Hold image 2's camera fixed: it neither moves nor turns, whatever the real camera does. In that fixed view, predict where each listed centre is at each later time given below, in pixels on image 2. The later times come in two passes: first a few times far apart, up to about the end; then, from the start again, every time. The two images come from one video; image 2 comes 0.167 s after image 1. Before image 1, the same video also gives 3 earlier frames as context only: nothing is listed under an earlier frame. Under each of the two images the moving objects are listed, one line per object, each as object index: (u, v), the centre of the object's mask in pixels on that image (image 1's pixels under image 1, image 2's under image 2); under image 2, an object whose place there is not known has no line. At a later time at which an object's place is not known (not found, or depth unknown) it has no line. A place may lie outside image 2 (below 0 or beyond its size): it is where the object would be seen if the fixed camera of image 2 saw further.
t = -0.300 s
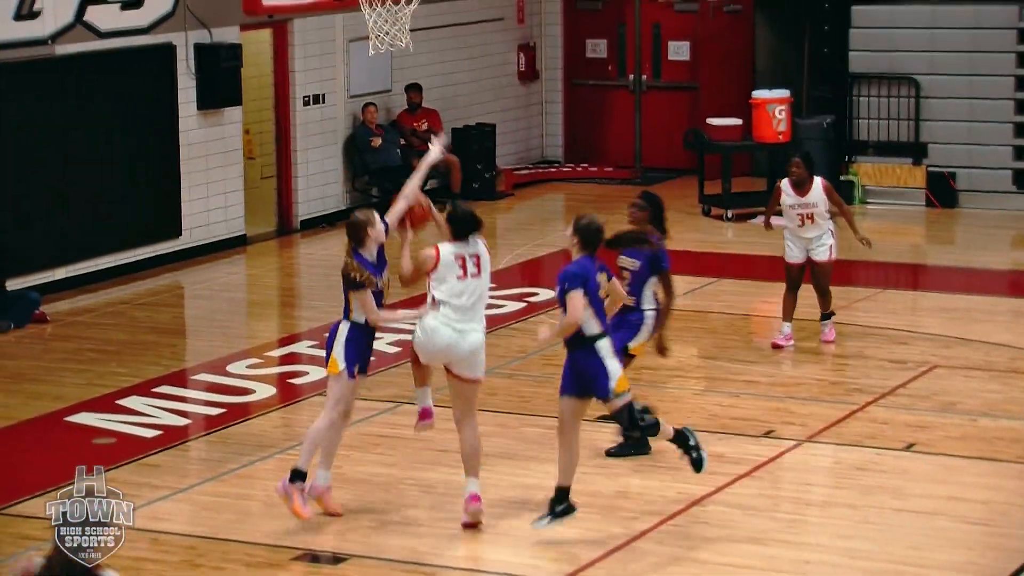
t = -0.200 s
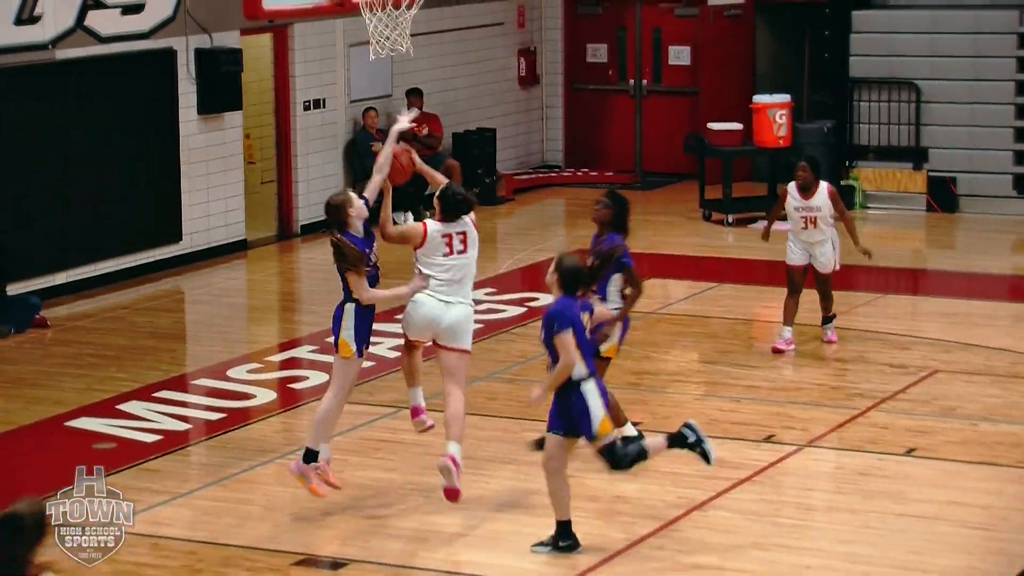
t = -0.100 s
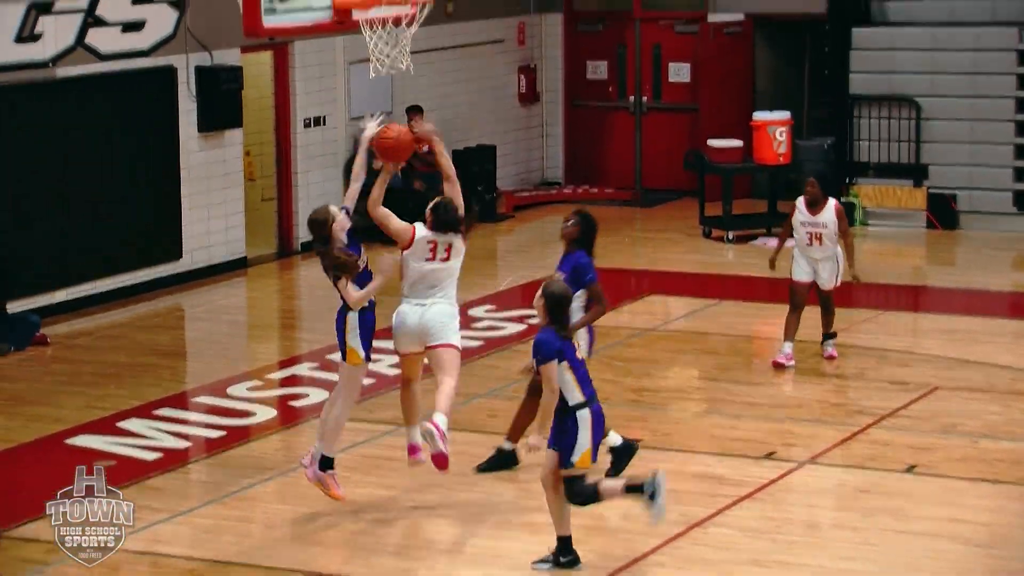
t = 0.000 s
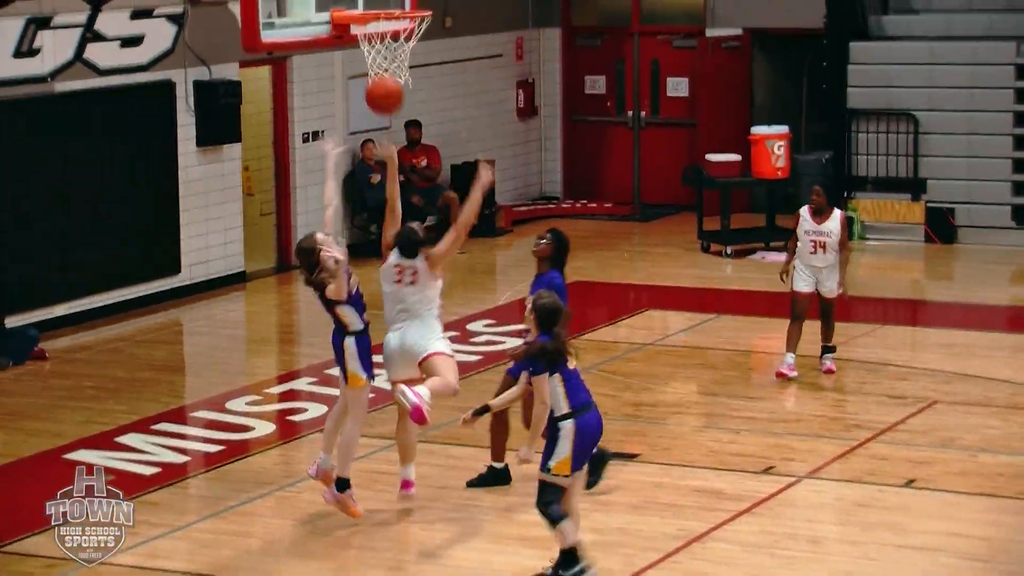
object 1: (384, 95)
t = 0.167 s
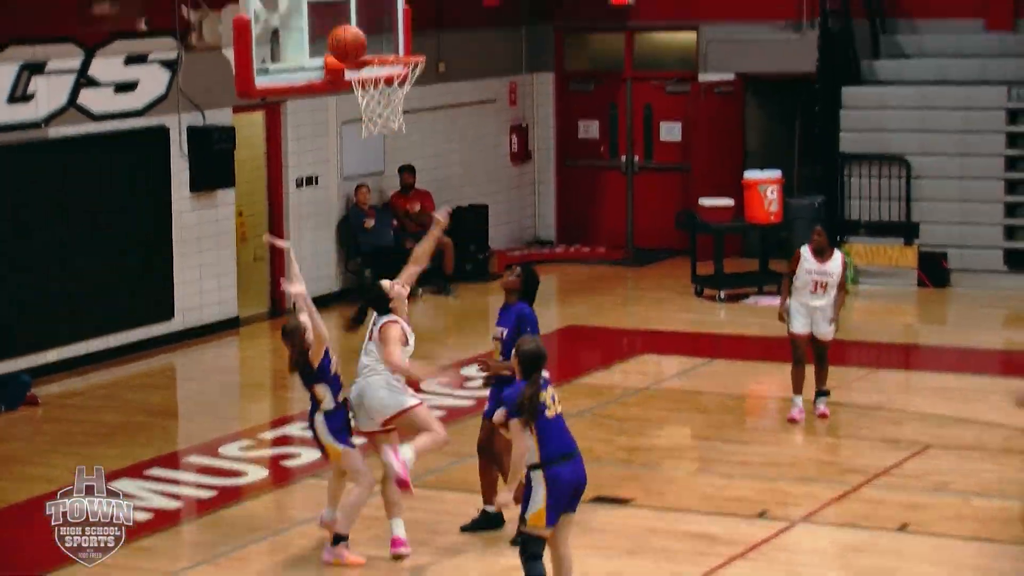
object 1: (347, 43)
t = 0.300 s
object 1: (331, 4)
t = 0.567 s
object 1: (415, 41)
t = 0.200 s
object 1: (341, 30)
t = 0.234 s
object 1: (335, 19)
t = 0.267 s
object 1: (330, 10)
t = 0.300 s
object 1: (331, 4)
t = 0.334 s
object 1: (342, 2)
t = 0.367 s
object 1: (353, 3)
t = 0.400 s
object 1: (365, 6)
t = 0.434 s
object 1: (374, 11)
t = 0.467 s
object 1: (384, 16)
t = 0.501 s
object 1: (396, 23)
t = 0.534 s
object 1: (407, 34)
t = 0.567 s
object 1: (415, 41)
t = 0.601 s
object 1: (413, 35)
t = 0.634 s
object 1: (411, 29)
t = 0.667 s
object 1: (409, 25)
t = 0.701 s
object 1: (407, 24)
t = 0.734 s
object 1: (405, 24)
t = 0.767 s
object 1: (403, 25)
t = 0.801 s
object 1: (402, 29)
